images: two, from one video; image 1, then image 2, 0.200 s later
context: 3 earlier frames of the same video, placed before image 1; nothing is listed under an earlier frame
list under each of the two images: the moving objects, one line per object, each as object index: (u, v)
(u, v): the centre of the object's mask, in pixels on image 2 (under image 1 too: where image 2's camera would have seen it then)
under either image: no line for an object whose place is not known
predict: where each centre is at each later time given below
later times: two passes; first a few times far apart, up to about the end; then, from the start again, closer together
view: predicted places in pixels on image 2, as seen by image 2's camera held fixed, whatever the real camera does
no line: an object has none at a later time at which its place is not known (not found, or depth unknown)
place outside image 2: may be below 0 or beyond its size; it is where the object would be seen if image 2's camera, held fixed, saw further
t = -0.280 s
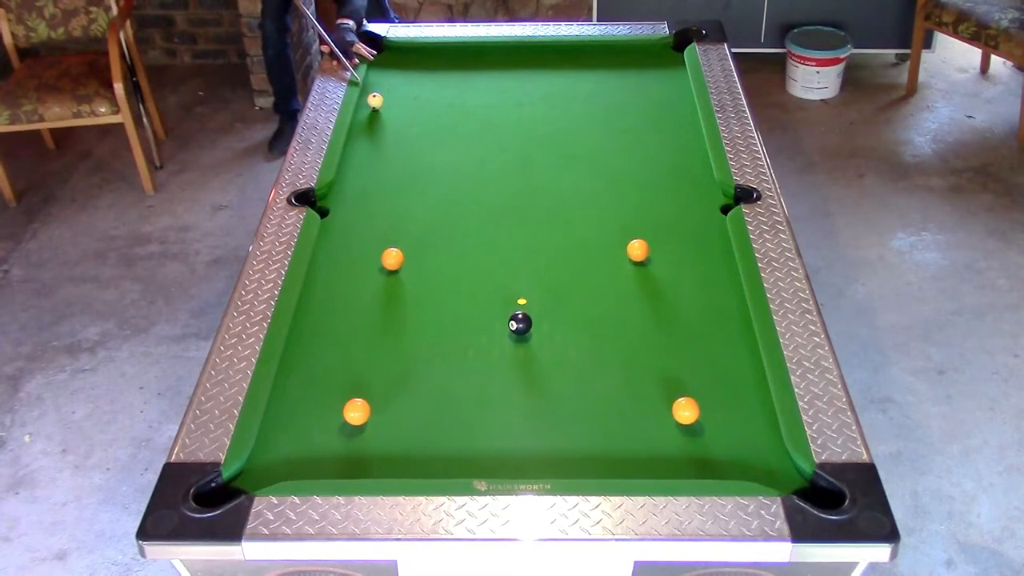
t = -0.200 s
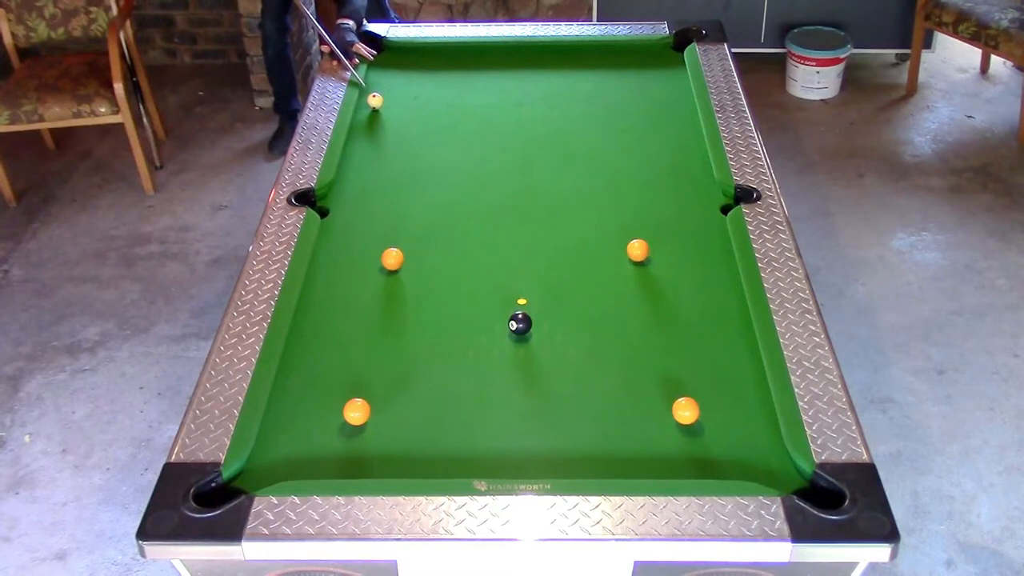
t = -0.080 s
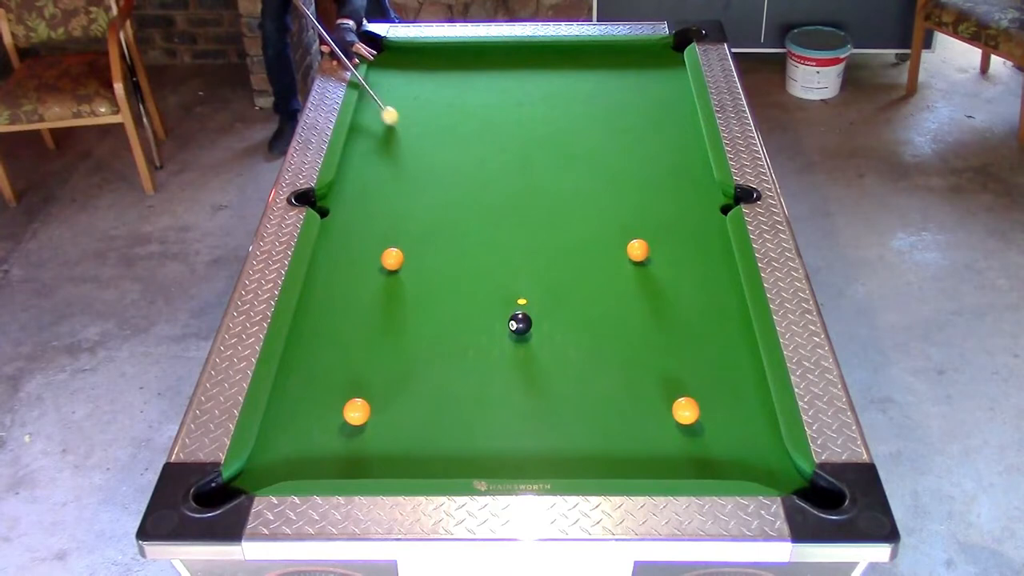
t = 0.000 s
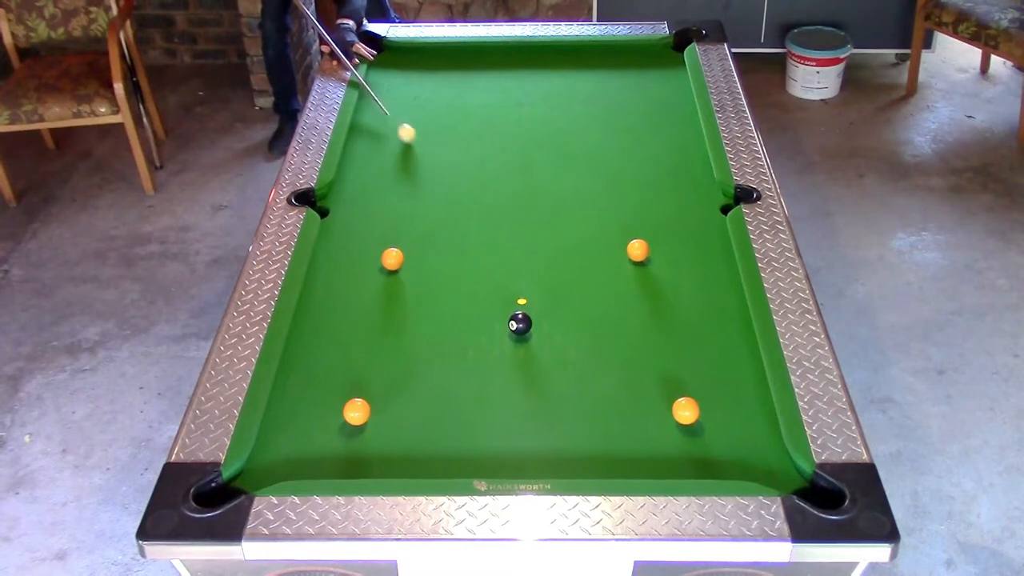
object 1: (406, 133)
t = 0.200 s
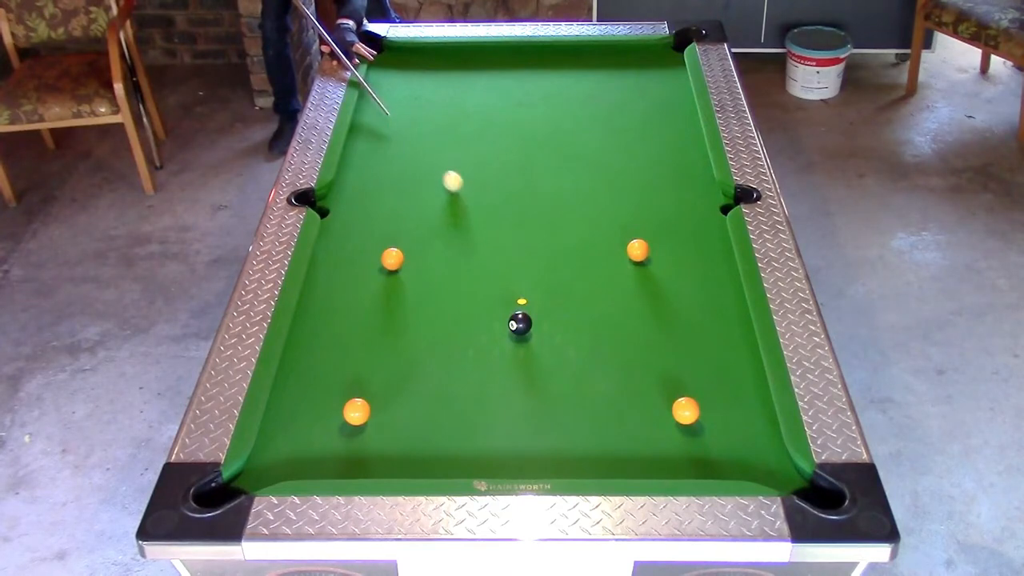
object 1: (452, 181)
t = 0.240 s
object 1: (462, 192)
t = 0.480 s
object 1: (528, 261)
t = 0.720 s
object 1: (608, 343)
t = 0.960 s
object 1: (652, 415)
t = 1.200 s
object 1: (641, 461)
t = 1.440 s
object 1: (626, 454)
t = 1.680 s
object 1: (612, 427)
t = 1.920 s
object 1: (600, 405)
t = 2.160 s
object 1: (590, 386)
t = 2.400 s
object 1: (581, 370)
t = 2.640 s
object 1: (574, 357)
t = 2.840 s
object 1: (569, 348)
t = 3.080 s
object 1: (565, 339)
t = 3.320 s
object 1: (563, 332)
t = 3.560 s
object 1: (561, 327)
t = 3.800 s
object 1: (557, 325)
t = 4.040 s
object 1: (557, 324)
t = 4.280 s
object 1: (557, 325)
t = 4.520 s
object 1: (558, 325)
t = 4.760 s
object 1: (558, 325)
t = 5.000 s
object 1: (558, 325)
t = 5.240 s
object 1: (558, 325)
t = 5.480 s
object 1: (558, 325)
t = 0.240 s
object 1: (462, 192)
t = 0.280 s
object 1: (473, 202)
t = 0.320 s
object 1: (483, 213)
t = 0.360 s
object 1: (494, 225)
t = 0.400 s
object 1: (505, 236)
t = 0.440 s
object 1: (517, 248)
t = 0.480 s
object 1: (528, 261)
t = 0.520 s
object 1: (541, 273)
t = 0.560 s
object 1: (553, 286)
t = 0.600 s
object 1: (566, 300)
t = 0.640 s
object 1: (580, 313)
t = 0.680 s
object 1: (593, 328)
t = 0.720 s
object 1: (608, 343)
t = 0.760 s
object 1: (622, 358)
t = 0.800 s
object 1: (638, 374)
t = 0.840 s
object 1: (653, 390)
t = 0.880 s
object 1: (660, 402)
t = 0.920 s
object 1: (655, 408)
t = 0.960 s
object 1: (652, 415)
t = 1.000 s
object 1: (650, 423)
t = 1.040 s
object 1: (648, 430)
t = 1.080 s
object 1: (647, 438)
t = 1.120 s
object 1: (645, 446)
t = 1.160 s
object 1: (643, 454)
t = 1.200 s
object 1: (641, 461)
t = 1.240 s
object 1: (639, 467)
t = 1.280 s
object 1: (637, 470)
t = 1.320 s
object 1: (634, 466)
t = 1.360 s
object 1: (632, 462)
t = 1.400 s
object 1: (629, 457)
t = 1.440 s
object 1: (626, 454)
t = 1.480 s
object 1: (624, 449)
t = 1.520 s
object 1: (622, 445)
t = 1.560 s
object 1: (619, 441)
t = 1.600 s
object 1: (617, 436)
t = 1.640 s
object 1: (615, 432)
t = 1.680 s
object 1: (612, 427)
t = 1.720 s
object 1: (610, 424)
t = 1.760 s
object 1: (608, 420)
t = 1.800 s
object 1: (606, 416)
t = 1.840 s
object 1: (604, 412)
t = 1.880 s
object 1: (602, 409)
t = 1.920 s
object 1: (600, 405)
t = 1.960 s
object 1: (598, 402)
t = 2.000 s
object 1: (596, 398)
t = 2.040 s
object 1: (595, 395)
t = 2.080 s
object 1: (593, 392)
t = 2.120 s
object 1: (592, 389)
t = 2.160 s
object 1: (590, 386)
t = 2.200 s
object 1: (588, 383)
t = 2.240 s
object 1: (587, 381)
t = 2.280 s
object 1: (585, 378)
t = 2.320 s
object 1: (584, 375)
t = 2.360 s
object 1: (583, 373)
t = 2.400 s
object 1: (581, 370)
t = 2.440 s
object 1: (580, 368)
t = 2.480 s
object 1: (579, 366)
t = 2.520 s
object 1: (577, 363)
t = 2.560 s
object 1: (576, 361)
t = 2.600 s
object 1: (575, 359)
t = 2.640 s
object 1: (574, 357)
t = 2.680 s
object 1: (573, 355)
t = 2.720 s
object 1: (572, 353)
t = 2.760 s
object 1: (571, 351)
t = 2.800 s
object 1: (570, 350)
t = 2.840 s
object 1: (569, 348)
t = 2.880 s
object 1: (568, 346)
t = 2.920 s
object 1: (568, 345)
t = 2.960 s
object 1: (567, 343)
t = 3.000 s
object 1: (566, 342)
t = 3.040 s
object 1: (566, 340)
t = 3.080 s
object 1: (565, 339)
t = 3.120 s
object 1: (565, 338)
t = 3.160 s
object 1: (565, 336)
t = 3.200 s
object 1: (564, 335)
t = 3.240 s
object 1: (564, 334)
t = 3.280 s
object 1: (564, 333)
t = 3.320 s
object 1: (563, 332)
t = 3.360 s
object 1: (563, 331)
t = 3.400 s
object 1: (562, 330)
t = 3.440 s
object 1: (562, 329)
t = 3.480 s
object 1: (561, 328)
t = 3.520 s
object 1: (561, 328)
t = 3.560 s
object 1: (561, 327)
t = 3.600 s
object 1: (560, 327)
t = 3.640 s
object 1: (560, 326)
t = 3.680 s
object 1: (559, 326)
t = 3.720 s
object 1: (558, 326)
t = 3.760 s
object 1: (558, 325)
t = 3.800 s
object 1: (557, 325)
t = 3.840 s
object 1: (557, 325)
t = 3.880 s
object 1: (557, 325)
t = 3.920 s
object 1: (557, 324)
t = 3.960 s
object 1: (557, 324)
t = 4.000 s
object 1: (557, 324)
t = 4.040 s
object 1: (557, 324)
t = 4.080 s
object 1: (557, 324)
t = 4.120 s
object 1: (557, 324)
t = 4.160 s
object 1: (557, 324)
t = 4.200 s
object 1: (557, 325)
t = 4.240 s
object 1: (557, 325)
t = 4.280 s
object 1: (557, 325)
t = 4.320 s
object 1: (558, 325)
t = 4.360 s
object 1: (558, 325)
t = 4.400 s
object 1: (558, 325)
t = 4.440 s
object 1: (558, 325)
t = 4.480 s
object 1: (558, 325)
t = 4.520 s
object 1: (558, 325)
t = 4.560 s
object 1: (558, 325)
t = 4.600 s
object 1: (558, 325)
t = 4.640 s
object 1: (558, 325)
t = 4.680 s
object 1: (558, 325)
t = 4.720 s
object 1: (558, 325)
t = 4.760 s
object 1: (558, 325)
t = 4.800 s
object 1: (558, 325)
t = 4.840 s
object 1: (558, 325)
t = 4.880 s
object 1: (558, 325)
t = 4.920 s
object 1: (558, 325)
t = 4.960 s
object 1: (558, 324)
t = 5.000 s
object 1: (558, 325)
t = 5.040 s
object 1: (558, 324)
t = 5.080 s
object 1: (558, 325)
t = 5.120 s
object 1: (558, 325)
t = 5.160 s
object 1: (558, 325)
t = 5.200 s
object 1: (558, 325)
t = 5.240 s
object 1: (558, 325)
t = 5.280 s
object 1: (558, 325)
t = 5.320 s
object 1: (558, 325)
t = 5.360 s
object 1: (558, 325)
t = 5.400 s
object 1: (558, 325)
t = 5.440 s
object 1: (558, 325)
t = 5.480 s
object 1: (558, 325)
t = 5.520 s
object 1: (558, 325)
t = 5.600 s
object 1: (558, 325)
